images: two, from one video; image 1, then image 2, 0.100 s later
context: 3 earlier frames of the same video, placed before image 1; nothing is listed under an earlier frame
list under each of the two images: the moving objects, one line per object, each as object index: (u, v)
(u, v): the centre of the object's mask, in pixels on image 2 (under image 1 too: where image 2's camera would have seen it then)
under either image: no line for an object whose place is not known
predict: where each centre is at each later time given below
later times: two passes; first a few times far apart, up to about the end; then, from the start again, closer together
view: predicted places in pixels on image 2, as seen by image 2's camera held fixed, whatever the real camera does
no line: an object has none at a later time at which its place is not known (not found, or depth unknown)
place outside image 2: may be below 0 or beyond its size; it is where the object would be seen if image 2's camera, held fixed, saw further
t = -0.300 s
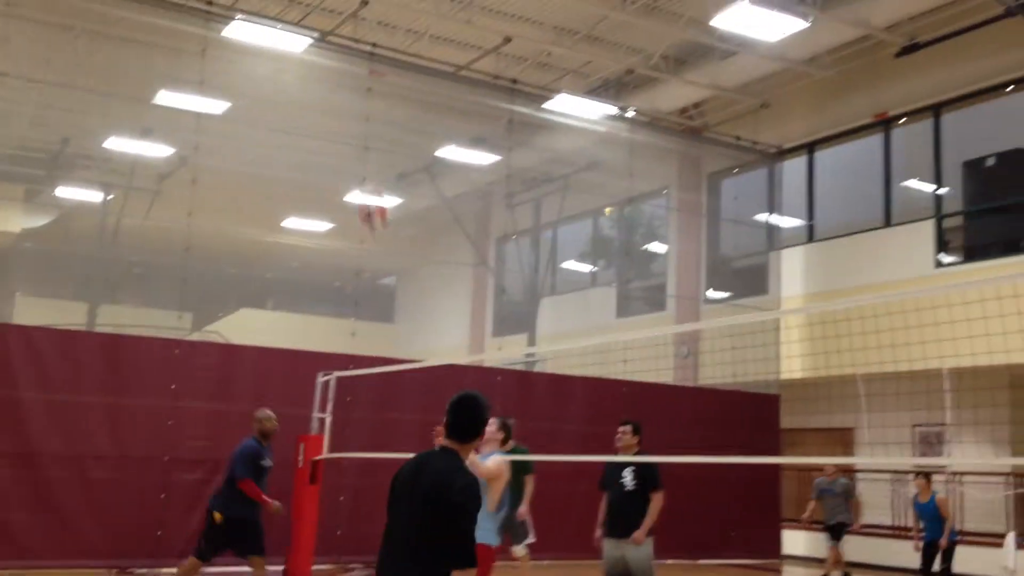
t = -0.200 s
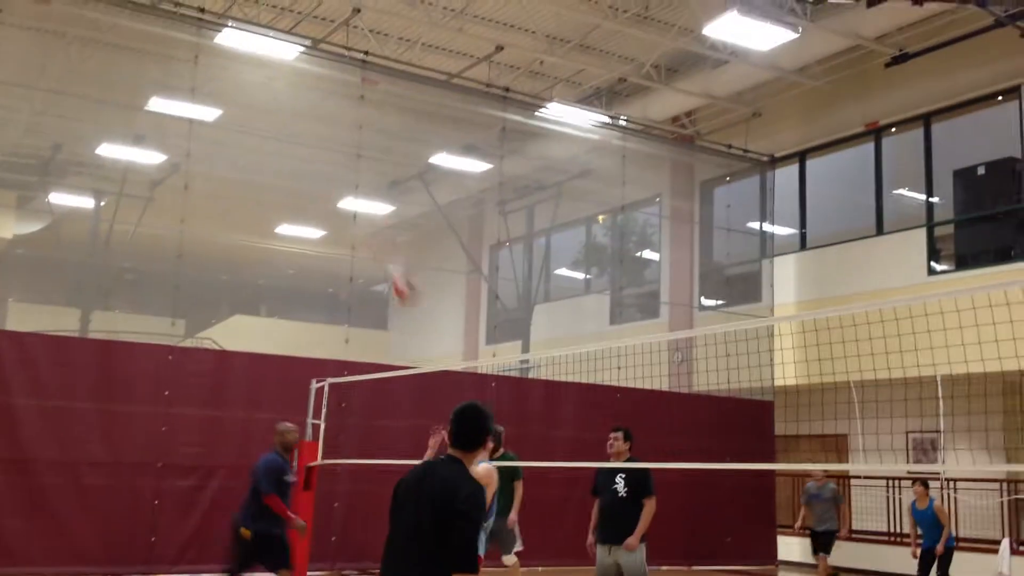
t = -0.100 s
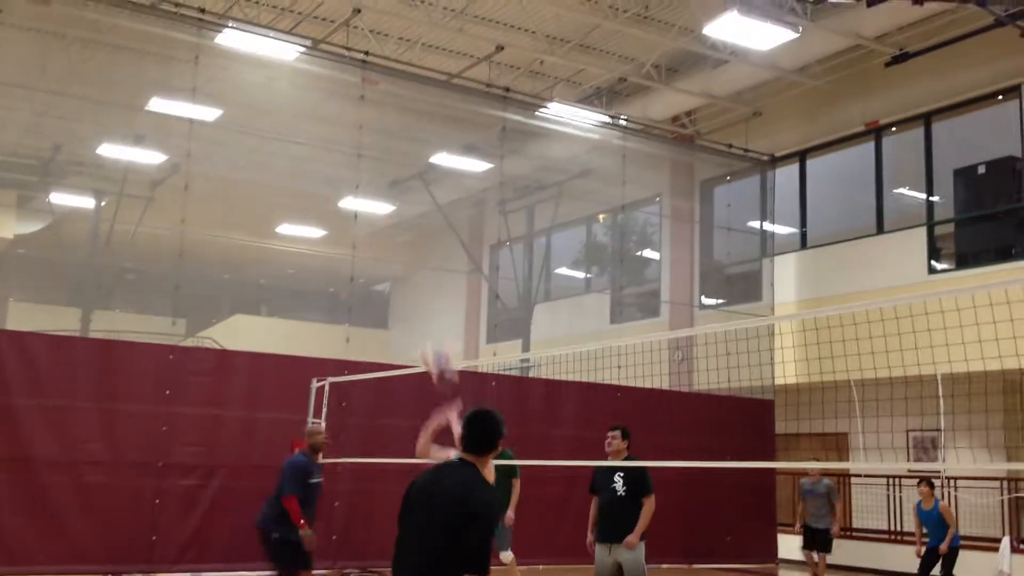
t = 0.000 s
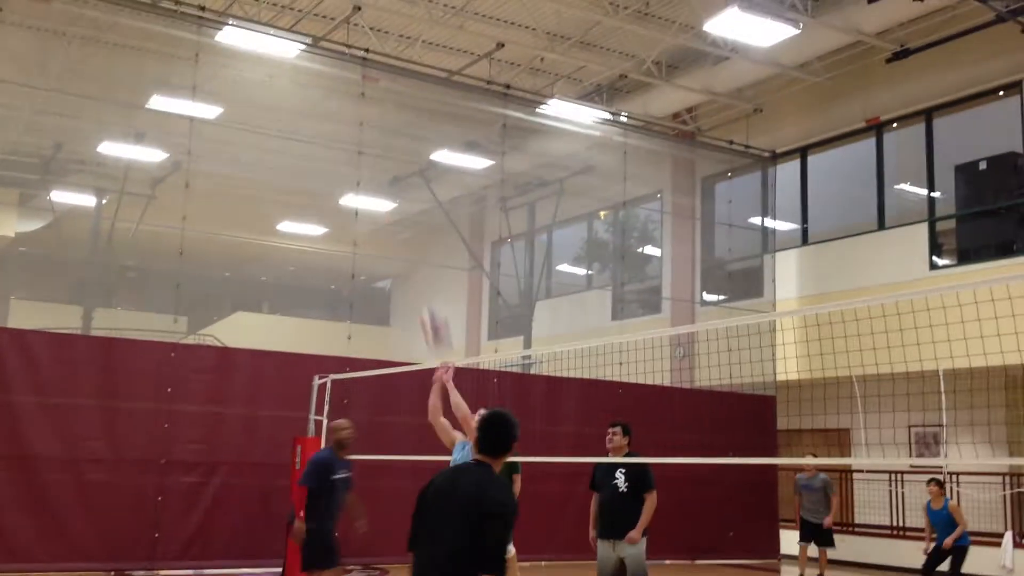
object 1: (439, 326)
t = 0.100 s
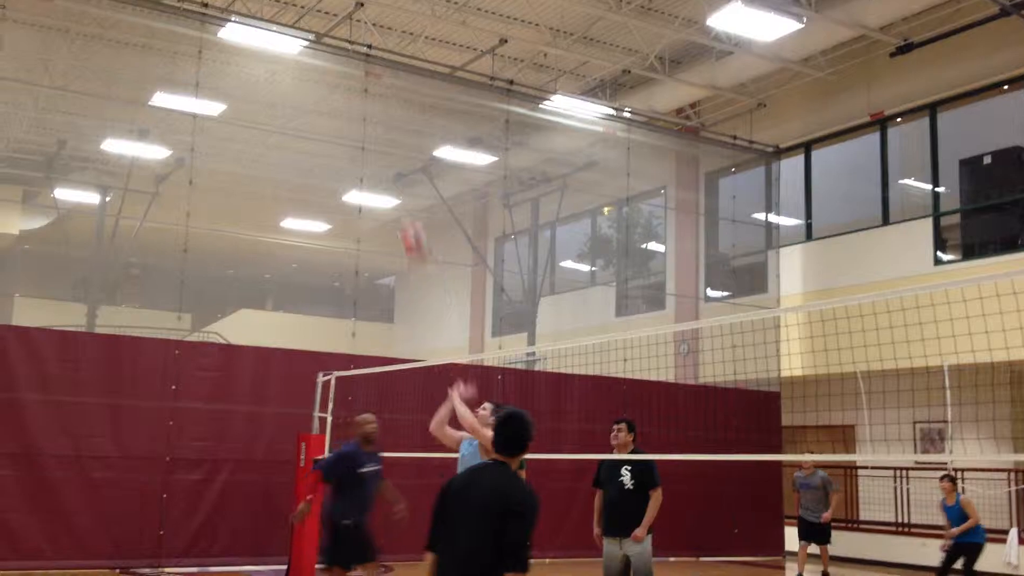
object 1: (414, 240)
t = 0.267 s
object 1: (363, 125)
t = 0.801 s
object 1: (199, 0)
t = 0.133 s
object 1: (404, 217)
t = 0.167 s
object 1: (394, 186)
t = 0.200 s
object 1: (384, 167)
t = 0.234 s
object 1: (374, 145)
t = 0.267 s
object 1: (363, 125)
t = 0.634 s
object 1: (251, 0)
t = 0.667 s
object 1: (241, -3)
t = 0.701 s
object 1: (232, -4)
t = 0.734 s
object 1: (224, -4)
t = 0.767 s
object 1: (210, -3)
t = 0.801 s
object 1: (199, 0)
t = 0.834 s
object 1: (185, 7)
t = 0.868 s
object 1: (173, 11)
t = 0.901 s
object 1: (158, 21)
